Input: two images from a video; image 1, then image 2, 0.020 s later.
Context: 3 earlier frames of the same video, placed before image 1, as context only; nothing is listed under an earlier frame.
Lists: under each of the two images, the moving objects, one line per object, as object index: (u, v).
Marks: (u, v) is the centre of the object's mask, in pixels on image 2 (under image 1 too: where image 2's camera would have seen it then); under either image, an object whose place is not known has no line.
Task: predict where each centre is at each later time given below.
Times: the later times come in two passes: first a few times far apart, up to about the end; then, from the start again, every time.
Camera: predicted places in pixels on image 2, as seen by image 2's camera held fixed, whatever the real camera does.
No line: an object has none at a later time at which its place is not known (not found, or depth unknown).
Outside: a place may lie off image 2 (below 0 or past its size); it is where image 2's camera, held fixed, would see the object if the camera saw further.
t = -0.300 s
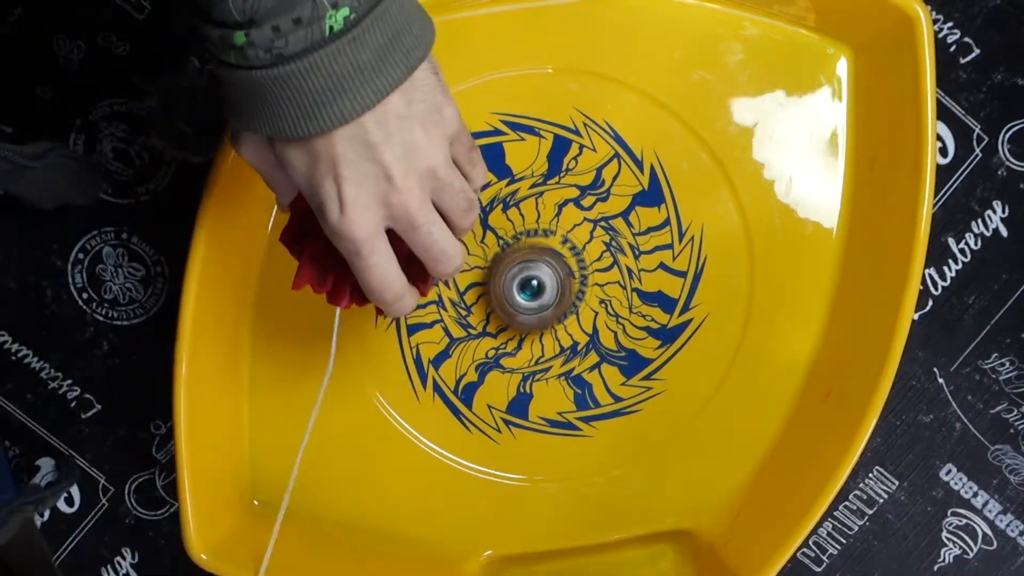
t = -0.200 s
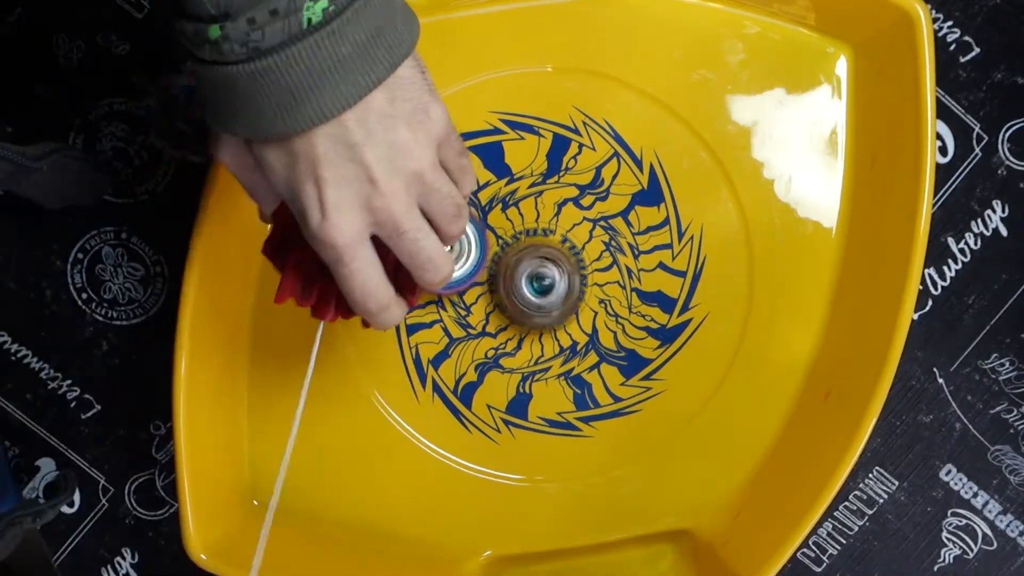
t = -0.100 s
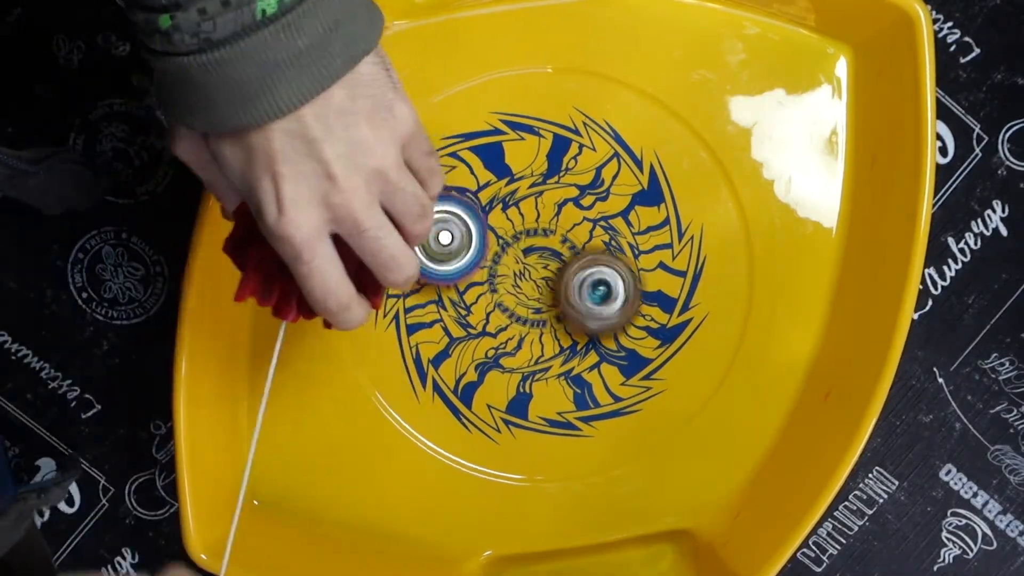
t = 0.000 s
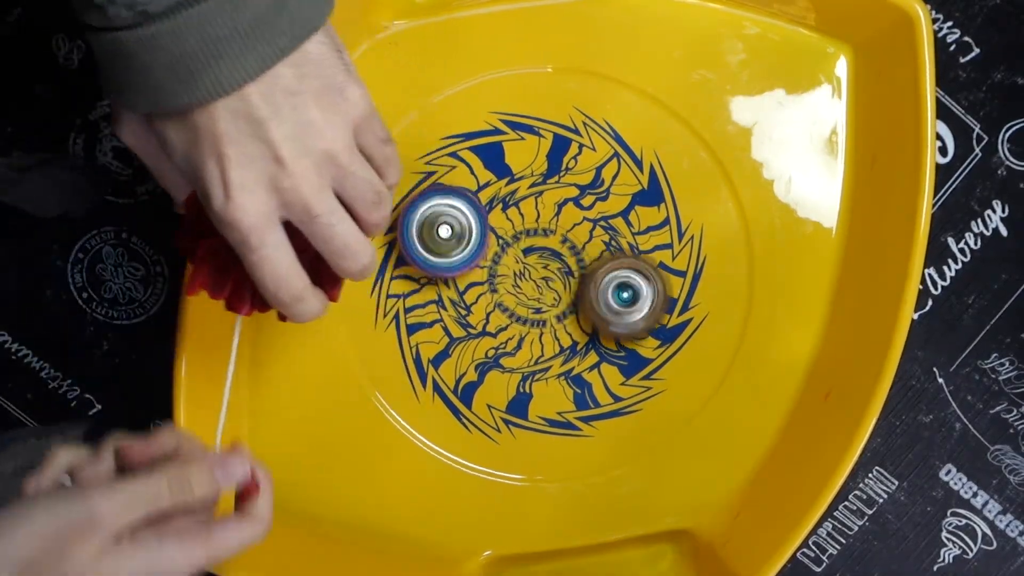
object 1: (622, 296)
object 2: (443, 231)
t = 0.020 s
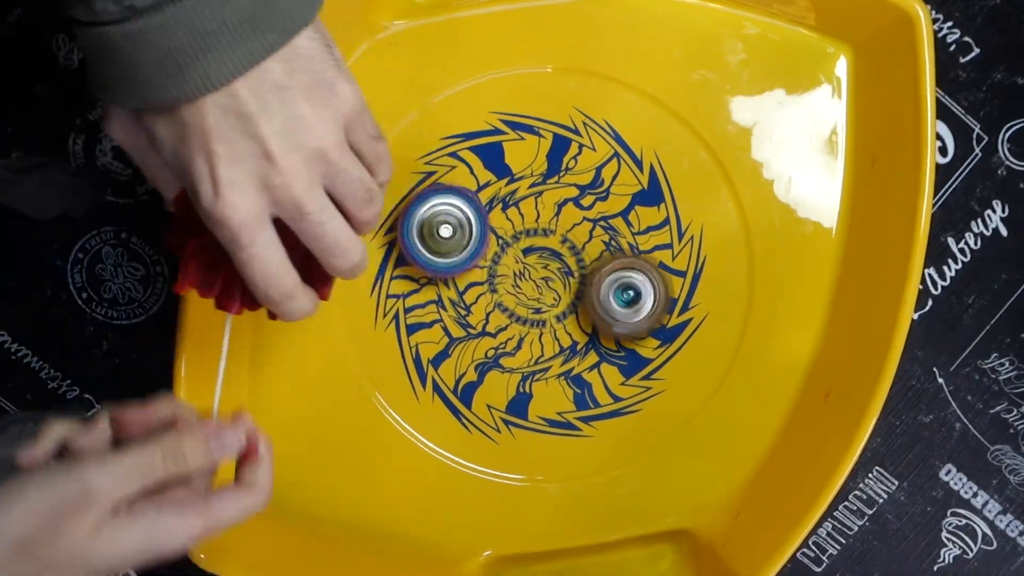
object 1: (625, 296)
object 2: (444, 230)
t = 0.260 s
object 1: (634, 288)
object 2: (447, 232)
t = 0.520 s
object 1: (614, 268)
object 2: (497, 240)
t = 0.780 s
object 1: (759, 311)
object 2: (392, 204)
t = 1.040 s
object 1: (694, 325)
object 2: (430, 314)
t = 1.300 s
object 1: (668, 260)
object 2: (530, 340)
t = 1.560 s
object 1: (629, 215)
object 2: (528, 280)
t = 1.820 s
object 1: (620, 167)
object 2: (417, 269)
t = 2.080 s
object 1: (581, 199)
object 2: (402, 385)
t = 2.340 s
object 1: (510, 276)
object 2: (577, 349)
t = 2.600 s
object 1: (454, 343)
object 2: (630, 154)
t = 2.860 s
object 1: (457, 356)
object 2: (480, 102)
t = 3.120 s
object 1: (506, 360)
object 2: (413, 294)
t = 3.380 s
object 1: (623, 383)
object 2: (491, 303)
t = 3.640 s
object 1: (698, 349)
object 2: (458, 182)
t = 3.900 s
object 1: (679, 270)
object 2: (452, 220)
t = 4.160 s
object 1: (592, 164)
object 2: (564, 263)
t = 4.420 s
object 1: (517, 99)
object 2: (633, 273)
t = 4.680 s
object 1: (456, 141)
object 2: (601, 256)
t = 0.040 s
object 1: (628, 296)
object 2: (444, 230)
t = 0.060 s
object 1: (629, 296)
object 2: (444, 229)
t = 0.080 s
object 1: (630, 296)
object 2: (444, 228)
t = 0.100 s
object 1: (631, 294)
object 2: (444, 228)
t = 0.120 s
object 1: (632, 294)
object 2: (444, 228)
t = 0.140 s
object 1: (632, 293)
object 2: (444, 228)
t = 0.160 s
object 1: (634, 293)
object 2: (444, 229)
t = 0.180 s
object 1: (634, 293)
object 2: (445, 229)
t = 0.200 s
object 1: (634, 291)
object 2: (445, 230)
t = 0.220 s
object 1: (634, 291)
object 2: (446, 231)
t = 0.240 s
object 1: (634, 290)
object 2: (447, 231)
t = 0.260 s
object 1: (634, 288)
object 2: (447, 232)
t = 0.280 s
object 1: (633, 287)
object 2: (449, 233)
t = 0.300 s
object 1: (631, 286)
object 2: (451, 235)
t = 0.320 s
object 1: (631, 284)
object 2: (454, 236)
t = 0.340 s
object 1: (630, 282)
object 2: (457, 238)
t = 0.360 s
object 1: (628, 280)
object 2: (460, 238)
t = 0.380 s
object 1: (628, 279)
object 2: (465, 240)
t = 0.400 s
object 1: (625, 277)
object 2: (469, 240)
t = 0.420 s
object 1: (624, 275)
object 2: (473, 241)
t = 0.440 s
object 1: (623, 275)
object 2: (478, 241)
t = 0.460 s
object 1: (620, 273)
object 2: (483, 241)
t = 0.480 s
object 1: (619, 272)
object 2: (488, 241)
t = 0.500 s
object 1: (617, 270)
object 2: (493, 240)
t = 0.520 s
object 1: (614, 268)
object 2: (497, 240)
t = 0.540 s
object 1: (612, 267)
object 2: (503, 239)
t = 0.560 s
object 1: (609, 266)
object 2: (508, 238)
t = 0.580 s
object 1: (607, 263)
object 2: (514, 236)
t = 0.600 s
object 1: (615, 264)
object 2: (511, 233)
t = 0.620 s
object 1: (640, 271)
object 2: (494, 225)
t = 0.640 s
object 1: (664, 277)
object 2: (476, 217)
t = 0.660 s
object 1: (686, 281)
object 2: (459, 211)
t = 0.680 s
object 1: (708, 286)
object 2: (446, 206)
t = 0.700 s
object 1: (725, 290)
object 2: (433, 201)
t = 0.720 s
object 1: (739, 295)
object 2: (421, 199)
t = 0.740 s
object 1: (748, 300)
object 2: (410, 198)
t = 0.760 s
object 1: (755, 303)
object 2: (399, 200)
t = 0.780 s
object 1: (759, 311)
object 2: (392, 204)
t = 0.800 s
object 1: (763, 313)
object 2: (386, 208)
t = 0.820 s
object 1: (762, 319)
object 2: (380, 214)
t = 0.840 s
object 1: (759, 323)
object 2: (376, 221)
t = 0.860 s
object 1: (759, 326)
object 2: (372, 230)
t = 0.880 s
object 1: (756, 326)
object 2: (372, 240)
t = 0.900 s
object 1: (751, 328)
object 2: (374, 250)
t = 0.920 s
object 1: (745, 330)
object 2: (378, 259)
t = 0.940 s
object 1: (738, 329)
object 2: (381, 269)
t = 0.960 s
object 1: (730, 330)
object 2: (388, 280)
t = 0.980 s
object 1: (723, 327)
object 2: (395, 290)
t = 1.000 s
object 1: (714, 329)
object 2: (406, 299)
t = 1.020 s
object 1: (705, 326)
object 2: (417, 306)
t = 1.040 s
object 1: (694, 325)
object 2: (430, 314)
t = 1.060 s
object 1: (684, 324)
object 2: (443, 321)
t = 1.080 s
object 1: (674, 322)
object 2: (459, 327)
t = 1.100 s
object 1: (662, 320)
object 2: (476, 330)
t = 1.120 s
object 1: (653, 316)
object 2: (492, 332)
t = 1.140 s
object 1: (639, 317)
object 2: (507, 334)
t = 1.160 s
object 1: (630, 313)
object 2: (524, 334)
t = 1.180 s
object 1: (626, 308)
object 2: (534, 335)
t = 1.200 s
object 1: (637, 297)
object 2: (533, 338)
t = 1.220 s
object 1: (646, 290)
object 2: (531, 340)
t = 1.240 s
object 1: (653, 282)
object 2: (530, 342)
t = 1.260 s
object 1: (660, 273)
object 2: (530, 341)
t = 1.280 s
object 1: (665, 265)
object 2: (530, 341)
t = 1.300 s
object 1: (668, 260)
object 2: (530, 340)
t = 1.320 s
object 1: (670, 252)
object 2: (529, 337)
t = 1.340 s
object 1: (669, 248)
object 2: (530, 335)
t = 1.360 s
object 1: (667, 244)
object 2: (530, 331)
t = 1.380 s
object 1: (666, 242)
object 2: (531, 327)
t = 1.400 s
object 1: (662, 238)
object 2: (530, 323)
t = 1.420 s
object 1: (660, 236)
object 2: (531, 318)
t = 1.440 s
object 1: (656, 232)
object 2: (531, 313)
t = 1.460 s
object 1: (653, 230)
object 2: (531, 306)
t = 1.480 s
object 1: (649, 227)
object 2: (530, 302)
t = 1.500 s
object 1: (644, 224)
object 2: (530, 296)
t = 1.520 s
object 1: (639, 221)
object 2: (530, 291)
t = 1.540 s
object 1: (635, 218)
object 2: (529, 285)
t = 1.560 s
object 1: (629, 215)
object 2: (528, 280)
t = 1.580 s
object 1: (623, 212)
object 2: (527, 275)
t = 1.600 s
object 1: (618, 209)
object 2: (525, 270)
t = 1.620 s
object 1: (611, 206)
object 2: (523, 264)
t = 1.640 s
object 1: (604, 203)
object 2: (521, 258)
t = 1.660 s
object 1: (598, 201)
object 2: (519, 254)
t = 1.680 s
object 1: (597, 196)
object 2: (511, 250)
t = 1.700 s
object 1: (604, 188)
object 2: (495, 250)
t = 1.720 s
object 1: (610, 181)
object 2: (480, 253)
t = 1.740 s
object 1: (615, 174)
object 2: (466, 254)
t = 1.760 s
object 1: (617, 170)
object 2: (453, 257)
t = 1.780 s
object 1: (620, 168)
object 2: (438, 260)
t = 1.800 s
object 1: (620, 167)
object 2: (427, 265)
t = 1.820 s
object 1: (620, 167)
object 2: (417, 269)
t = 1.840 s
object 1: (619, 168)
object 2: (406, 276)
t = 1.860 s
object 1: (618, 169)
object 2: (399, 284)
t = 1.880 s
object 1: (615, 171)
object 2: (393, 291)
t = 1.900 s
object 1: (614, 172)
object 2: (387, 299)
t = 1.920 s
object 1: (610, 175)
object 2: (382, 309)
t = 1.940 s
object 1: (609, 176)
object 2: (380, 319)
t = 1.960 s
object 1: (605, 179)
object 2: (378, 329)
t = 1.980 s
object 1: (603, 181)
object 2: (377, 339)
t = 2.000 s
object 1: (598, 184)
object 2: (379, 349)
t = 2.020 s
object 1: (596, 188)
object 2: (383, 358)
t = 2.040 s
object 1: (590, 191)
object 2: (387, 368)
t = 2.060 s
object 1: (587, 195)
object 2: (394, 377)
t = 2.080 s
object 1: (581, 199)
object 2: (402, 385)
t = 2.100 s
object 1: (577, 203)
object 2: (411, 392)
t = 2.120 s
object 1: (572, 208)
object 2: (422, 398)
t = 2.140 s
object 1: (567, 214)
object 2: (435, 401)
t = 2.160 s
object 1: (562, 218)
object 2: (446, 403)
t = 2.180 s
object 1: (557, 224)
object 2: (461, 404)
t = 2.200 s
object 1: (552, 229)
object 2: (476, 403)
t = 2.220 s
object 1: (546, 236)
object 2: (490, 399)
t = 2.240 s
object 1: (540, 241)
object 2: (504, 395)
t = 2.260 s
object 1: (534, 250)
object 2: (521, 388)
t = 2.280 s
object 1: (528, 255)
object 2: (535, 381)
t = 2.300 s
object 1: (521, 263)
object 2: (550, 371)
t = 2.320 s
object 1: (516, 270)
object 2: (565, 360)
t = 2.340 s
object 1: (510, 276)
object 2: (577, 349)
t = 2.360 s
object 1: (504, 282)
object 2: (589, 337)
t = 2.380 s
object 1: (497, 290)
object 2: (600, 322)
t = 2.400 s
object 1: (492, 295)
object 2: (608, 310)
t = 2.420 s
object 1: (486, 302)
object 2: (616, 295)
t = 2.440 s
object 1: (481, 307)
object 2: (623, 279)
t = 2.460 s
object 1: (475, 313)
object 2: (628, 264)
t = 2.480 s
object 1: (472, 319)
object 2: (634, 250)
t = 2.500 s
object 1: (467, 325)
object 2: (636, 233)
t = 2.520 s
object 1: (464, 329)
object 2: (637, 217)
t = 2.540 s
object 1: (460, 333)
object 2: (638, 200)
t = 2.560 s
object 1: (457, 336)
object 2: (636, 185)
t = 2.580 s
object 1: (455, 340)
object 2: (634, 170)
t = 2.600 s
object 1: (454, 343)
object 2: (630, 154)
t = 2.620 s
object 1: (452, 346)
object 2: (625, 141)
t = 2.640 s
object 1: (452, 349)
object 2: (619, 127)
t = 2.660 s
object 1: (450, 350)
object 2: (610, 114)
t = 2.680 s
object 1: (450, 353)
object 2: (601, 104)
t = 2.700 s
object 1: (450, 354)
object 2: (592, 93)
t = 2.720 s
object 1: (450, 356)
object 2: (580, 84)
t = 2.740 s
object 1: (451, 355)
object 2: (568, 76)
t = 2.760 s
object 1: (452, 357)
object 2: (554, 70)
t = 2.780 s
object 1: (453, 356)
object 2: (540, 70)
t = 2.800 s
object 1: (454, 357)
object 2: (525, 74)
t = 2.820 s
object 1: (455, 357)
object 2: (508, 82)
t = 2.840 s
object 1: (455, 356)
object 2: (494, 92)
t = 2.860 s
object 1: (457, 356)
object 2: (480, 102)
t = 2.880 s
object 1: (458, 356)
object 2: (464, 112)
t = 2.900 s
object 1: (459, 355)
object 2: (451, 124)
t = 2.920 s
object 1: (460, 354)
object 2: (440, 136)
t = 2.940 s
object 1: (464, 354)
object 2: (428, 152)
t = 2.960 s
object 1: (465, 352)
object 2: (420, 169)
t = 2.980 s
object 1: (467, 351)
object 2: (413, 186)
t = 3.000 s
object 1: (470, 350)
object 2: (410, 206)
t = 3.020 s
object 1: (471, 348)
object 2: (409, 224)
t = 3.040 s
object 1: (475, 346)
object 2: (407, 245)
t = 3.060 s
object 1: (479, 344)
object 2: (411, 264)
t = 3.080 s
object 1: (483, 344)
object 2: (413, 280)
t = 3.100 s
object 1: (494, 352)
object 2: (412, 289)
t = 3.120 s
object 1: (506, 360)
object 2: (413, 294)
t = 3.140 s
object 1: (515, 367)
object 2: (414, 302)
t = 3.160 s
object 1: (527, 373)
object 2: (418, 308)
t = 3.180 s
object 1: (534, 376)
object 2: (423, 314)
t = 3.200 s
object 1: (543, 379)
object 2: (430, 320)
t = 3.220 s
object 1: (550, 379)
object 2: (438, 325)
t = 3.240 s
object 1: (557, 380)
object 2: (448, 329)
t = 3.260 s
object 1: (563, 379)
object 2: (458, 332)
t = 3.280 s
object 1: (567, 377)
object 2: (470, 334)
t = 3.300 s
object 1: (572, 375)
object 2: (483, 333)
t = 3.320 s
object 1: (577, 373)
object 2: (492, 332)
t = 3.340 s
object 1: (594, 377)
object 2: (493, 322)
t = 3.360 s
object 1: (608, 380)
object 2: (491, 313)
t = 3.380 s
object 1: (623, 383)
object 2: (491, 303)
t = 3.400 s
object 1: (635, 384)
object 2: (489, 293)
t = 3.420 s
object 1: (647, 383)
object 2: (490, 281)
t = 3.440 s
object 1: (654, 381)
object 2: (487, 270)
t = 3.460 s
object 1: (663, 381)
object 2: (487, 258)
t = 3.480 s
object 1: (669, 378)
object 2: (483, 248)
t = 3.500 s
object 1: (674, 376)
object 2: (482, 236)
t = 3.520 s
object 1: (680, 373)
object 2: (478, 227)
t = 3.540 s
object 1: (683, 369)
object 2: (476, 217)
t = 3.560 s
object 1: (688, 366)
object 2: (472, 209)
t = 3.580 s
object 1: (691, 360)
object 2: (469, 200)
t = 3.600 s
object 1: (694, 358)
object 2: (465, 193)
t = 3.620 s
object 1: (696, 352)
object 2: (463, 187)
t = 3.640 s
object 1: (698, 349)
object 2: (458, 182)
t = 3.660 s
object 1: (700, 343)
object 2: (455, 178)
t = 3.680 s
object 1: (701, 338)
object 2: (450, 177)
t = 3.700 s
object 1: (702, 333)
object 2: (447, 175)
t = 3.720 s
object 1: (702, 328)
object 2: (443, 175)
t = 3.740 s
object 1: (703, 322)
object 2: (442, 176)
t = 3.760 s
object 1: (701, 316)
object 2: (439, 179)
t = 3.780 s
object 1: (701, 310)
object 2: (438, 182)
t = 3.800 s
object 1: (698, 303)
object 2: (437, 187)
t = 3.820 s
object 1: (696, 297)
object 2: (439, 192)
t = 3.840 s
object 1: (692, 290)
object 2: (440, 199)
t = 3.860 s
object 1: (689, 284)
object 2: (443, 205)
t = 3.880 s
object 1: (685, 277)
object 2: (446, 214)
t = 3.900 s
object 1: (679, 270)
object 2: (452, 220)
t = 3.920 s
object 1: (676, 263)
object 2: (458, 227)
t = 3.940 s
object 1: (670, 255)
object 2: (466, 233)
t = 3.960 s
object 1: (664, 248)
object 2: (474, 240)
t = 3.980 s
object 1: (657, 238)
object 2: (482, 244)
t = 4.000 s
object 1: (651, 232)
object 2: (491, 249)
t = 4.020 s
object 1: (645, 224)
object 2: (500, 252)
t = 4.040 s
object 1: (637, 216)
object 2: (510, 255)
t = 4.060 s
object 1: (630, 207)
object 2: (518, 257)
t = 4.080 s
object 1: (621, 200)
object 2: (528, 259)
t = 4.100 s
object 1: (615, 190)
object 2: (537, 261)
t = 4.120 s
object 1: (606, 181)
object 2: (546, 261)
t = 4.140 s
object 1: (599, 175)
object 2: (555, 261)
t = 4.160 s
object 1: (592, 164)
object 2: (564, 263)
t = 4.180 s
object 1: (587, 153)
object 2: (572, 266)
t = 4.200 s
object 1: (581, 142)
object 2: (579, 267)
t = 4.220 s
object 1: (576, 135)
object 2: (587, 270)
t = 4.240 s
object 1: (571, 128)
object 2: (593, 272)
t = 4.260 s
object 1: (565, 123)
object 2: (599, 274)
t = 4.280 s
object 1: (559, 117)
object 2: (604, 275)
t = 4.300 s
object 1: (553, 112)
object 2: (611, 276)
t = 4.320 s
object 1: (548, 109)
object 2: (615, 277)
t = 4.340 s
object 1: (540, 105)
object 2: (621, 277)
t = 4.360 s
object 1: (534, 104)
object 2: (623, 277)
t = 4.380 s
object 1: (529, 101)
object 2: (628, 276)
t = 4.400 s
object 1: (523, 100)
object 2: (630, 276)
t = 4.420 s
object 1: (517, 99)
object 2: (633, 273)
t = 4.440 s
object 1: (511, 99)
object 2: (633, 273)
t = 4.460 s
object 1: (506, 101)
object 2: (634, 270)
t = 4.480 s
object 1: (501, 100)
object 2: (635, 269)
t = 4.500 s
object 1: (494, 103)
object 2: (633, 267)
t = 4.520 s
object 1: (490, 105)
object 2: (633, 265)
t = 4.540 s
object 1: (485, 107)
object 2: (630, 263)
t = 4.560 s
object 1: (480, 110)
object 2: (627, 261)
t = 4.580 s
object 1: (474, 114)
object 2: (624, 260)
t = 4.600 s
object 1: (471, 119)
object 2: (620, 257)
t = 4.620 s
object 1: (468, 122)
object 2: (616, 257)
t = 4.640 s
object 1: (463, 128)
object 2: (611, 256)
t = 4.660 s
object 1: (459, 133)
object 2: (607, 255)
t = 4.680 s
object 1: (456, 141)
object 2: (601, 256)
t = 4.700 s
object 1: (456, 148)
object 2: (596, 256)
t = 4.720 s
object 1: (452, 154)
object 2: (590, 258)
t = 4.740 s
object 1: (449, 162)
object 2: (584, 259)
